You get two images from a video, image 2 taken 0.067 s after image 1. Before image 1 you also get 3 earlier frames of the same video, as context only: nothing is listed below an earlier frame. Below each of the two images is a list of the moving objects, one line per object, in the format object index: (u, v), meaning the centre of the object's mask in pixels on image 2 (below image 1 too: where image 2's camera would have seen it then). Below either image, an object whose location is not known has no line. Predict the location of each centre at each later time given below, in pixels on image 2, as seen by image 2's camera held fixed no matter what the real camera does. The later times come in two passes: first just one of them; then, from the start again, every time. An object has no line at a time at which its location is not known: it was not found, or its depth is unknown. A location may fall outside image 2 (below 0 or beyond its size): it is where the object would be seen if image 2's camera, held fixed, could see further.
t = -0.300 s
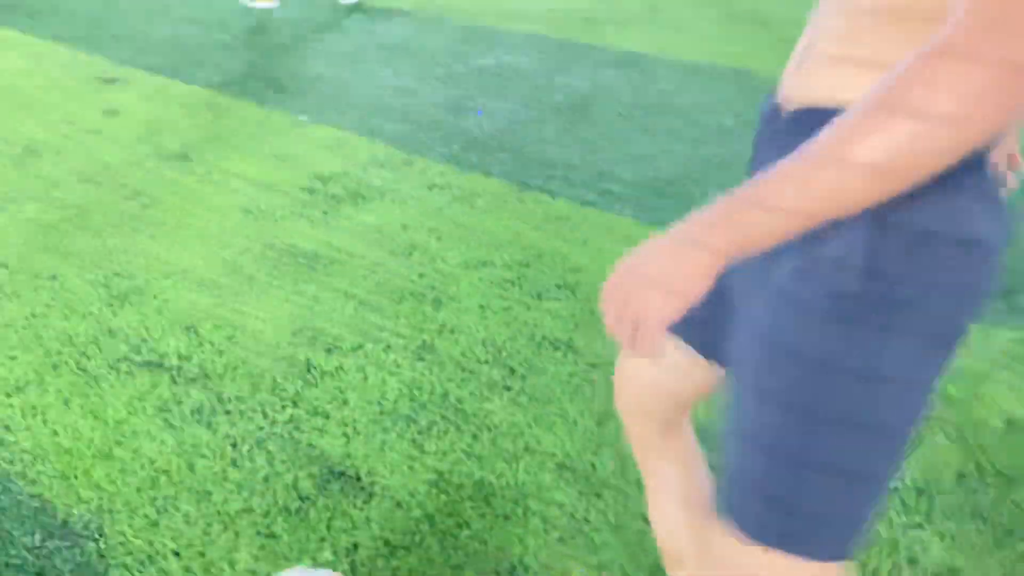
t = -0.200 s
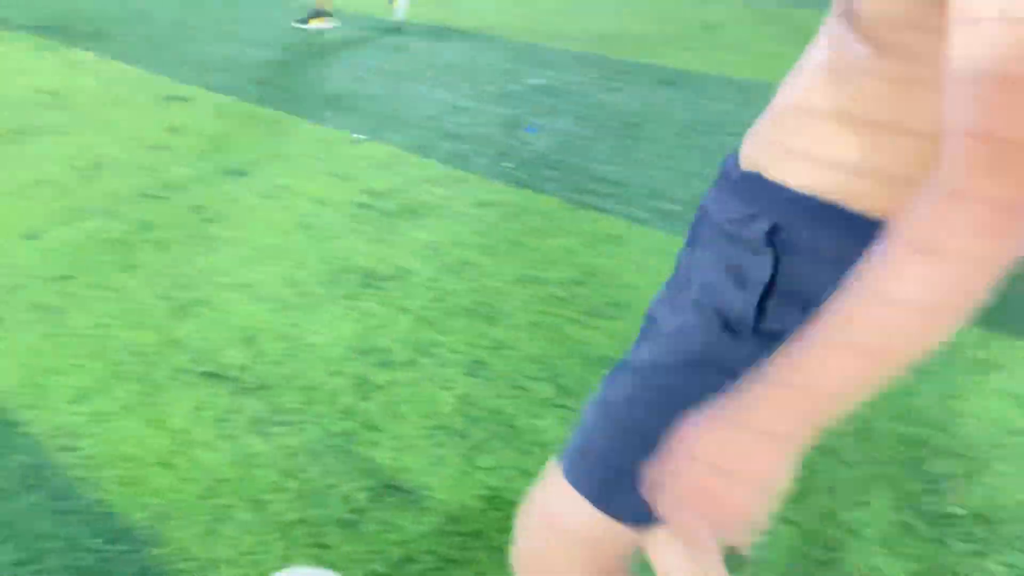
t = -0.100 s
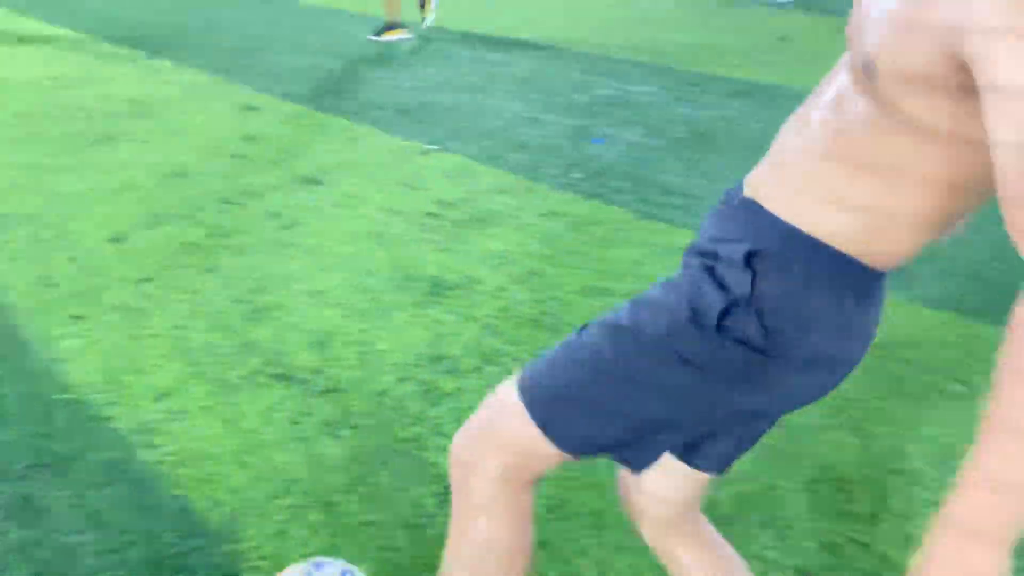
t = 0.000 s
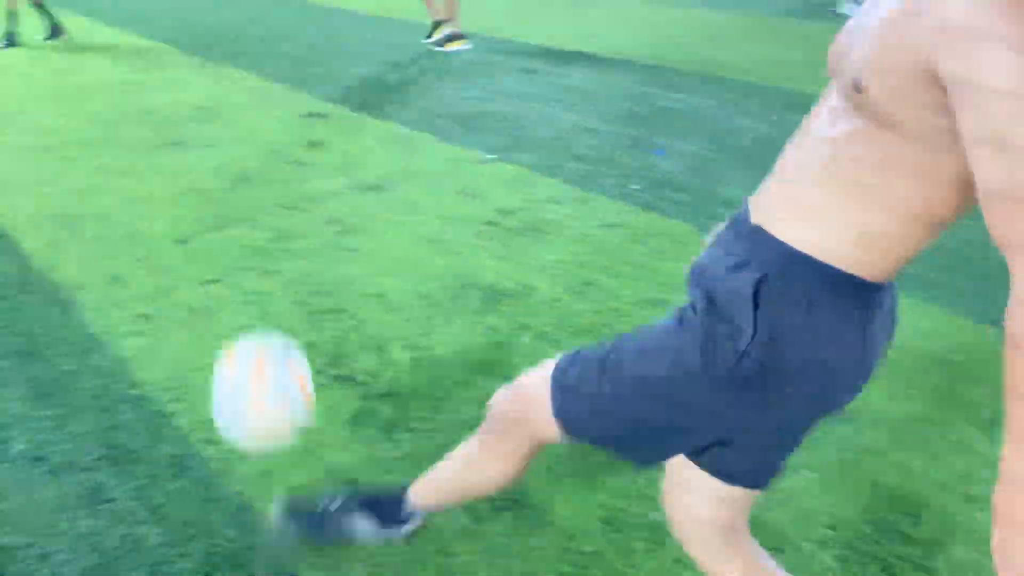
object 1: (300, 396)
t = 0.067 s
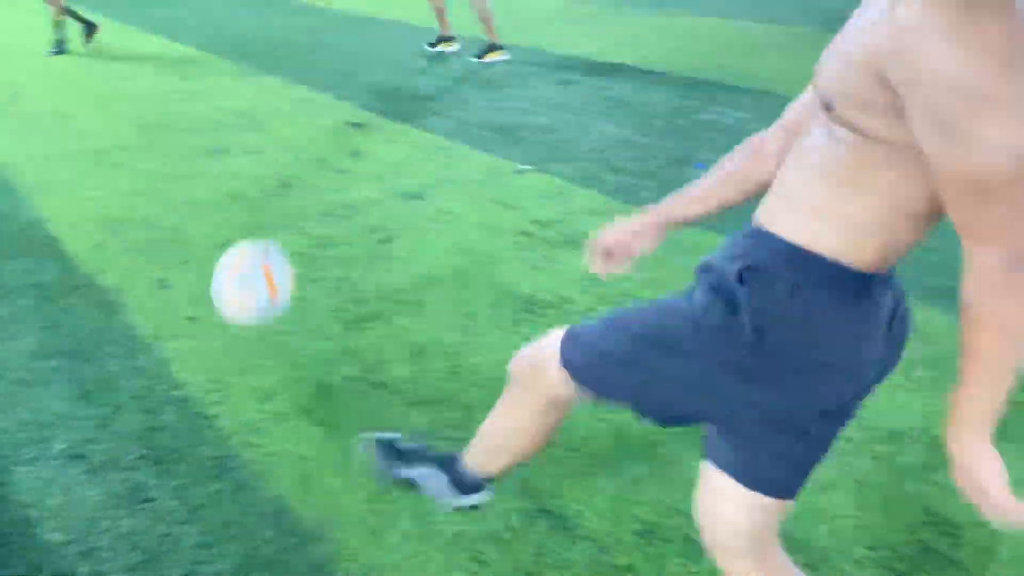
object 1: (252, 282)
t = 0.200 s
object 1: (206, 183)
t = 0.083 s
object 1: (244, 264)
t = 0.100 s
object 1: (236, 247)
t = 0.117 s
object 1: (231, 231)
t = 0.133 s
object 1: (225, 218)
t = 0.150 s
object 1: (219, 208)
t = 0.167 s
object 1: (214, 198)
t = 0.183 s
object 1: (210, 189)
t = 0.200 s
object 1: (206, 183)
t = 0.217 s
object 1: (202, 176)
